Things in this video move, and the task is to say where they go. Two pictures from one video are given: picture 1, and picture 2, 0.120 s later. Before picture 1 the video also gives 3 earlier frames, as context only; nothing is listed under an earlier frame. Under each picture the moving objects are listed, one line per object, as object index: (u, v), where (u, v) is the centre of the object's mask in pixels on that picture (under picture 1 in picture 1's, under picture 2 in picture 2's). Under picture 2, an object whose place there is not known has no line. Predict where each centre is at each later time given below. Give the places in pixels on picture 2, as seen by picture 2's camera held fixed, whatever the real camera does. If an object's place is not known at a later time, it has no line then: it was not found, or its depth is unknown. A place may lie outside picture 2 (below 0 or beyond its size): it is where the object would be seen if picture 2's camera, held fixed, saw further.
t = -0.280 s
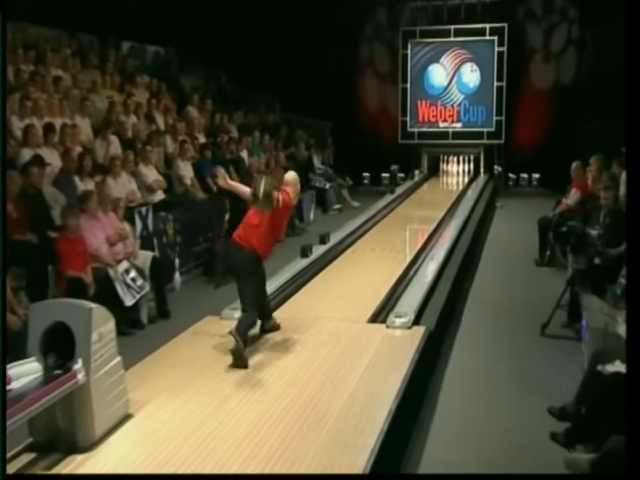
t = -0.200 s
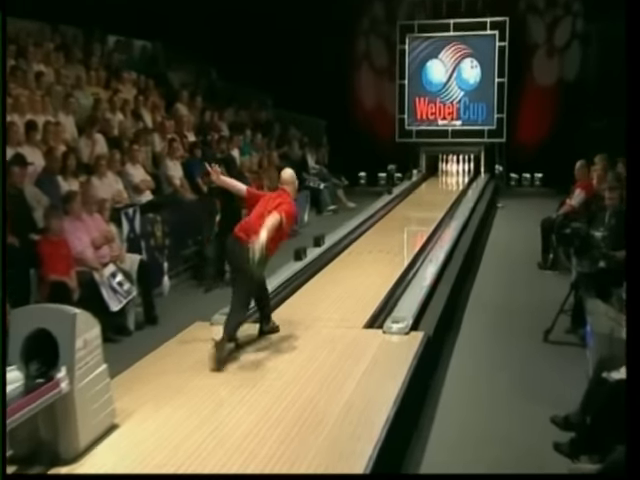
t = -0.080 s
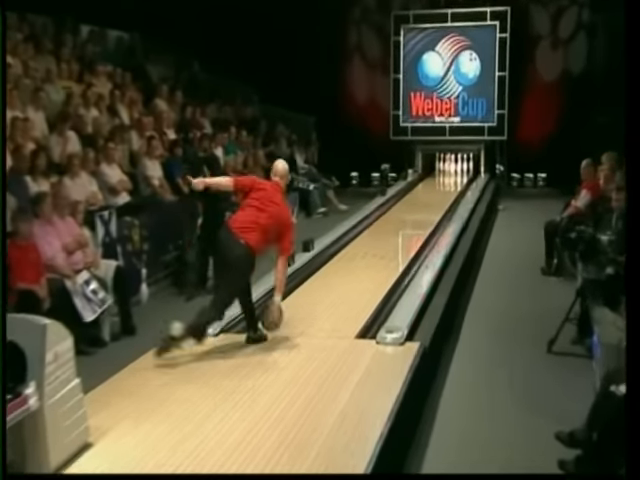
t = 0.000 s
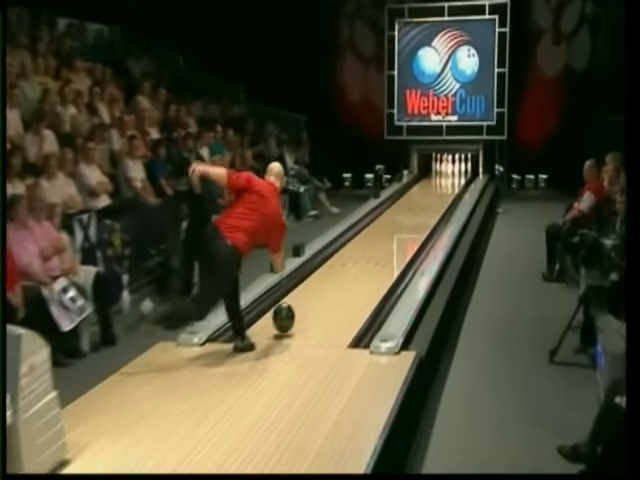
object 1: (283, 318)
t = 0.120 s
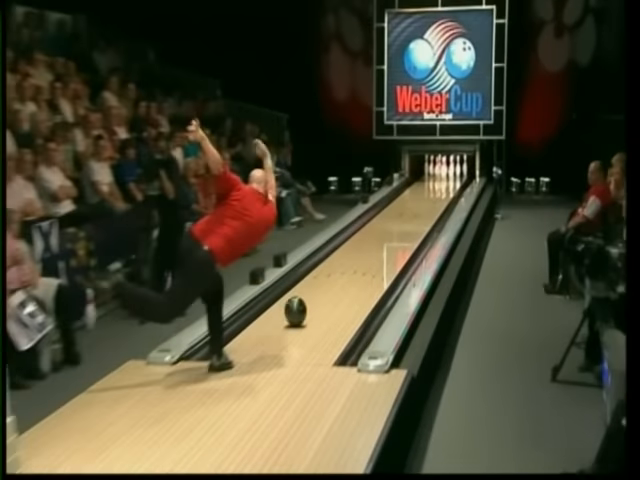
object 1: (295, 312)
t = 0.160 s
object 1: (304, 305)
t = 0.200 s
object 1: (312, 299)
